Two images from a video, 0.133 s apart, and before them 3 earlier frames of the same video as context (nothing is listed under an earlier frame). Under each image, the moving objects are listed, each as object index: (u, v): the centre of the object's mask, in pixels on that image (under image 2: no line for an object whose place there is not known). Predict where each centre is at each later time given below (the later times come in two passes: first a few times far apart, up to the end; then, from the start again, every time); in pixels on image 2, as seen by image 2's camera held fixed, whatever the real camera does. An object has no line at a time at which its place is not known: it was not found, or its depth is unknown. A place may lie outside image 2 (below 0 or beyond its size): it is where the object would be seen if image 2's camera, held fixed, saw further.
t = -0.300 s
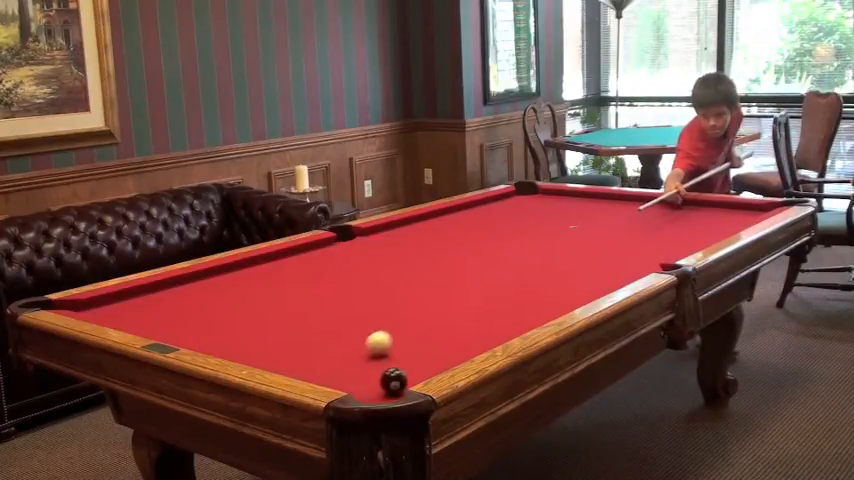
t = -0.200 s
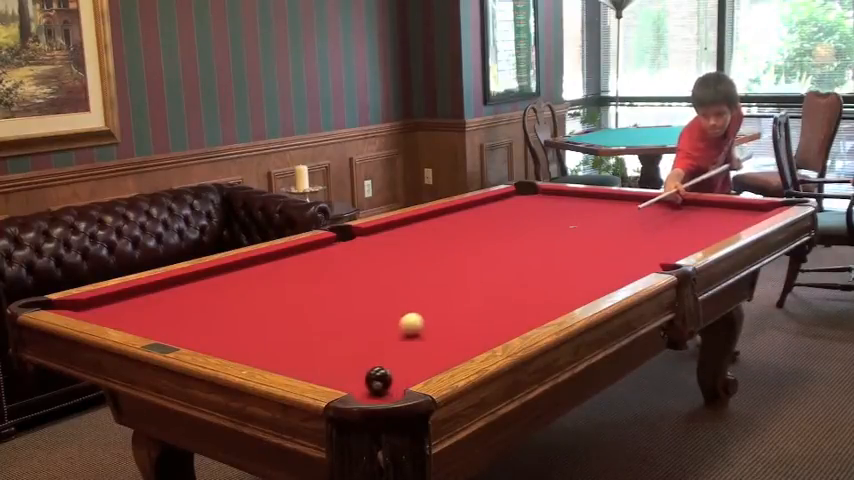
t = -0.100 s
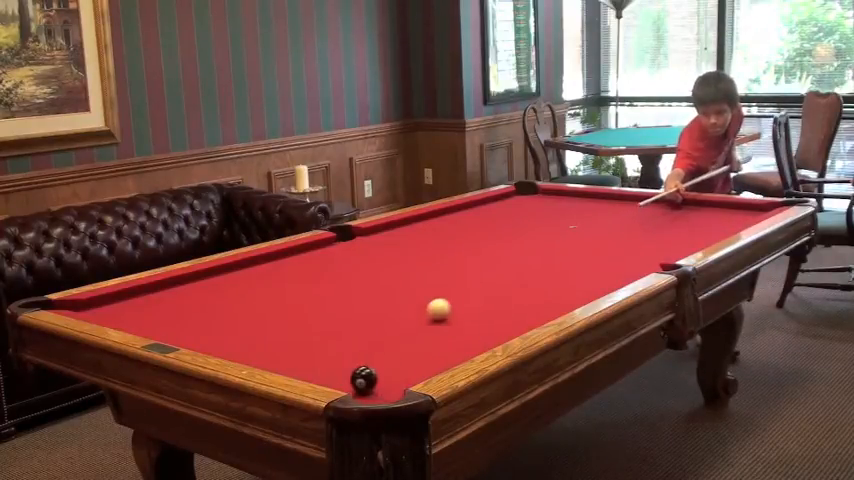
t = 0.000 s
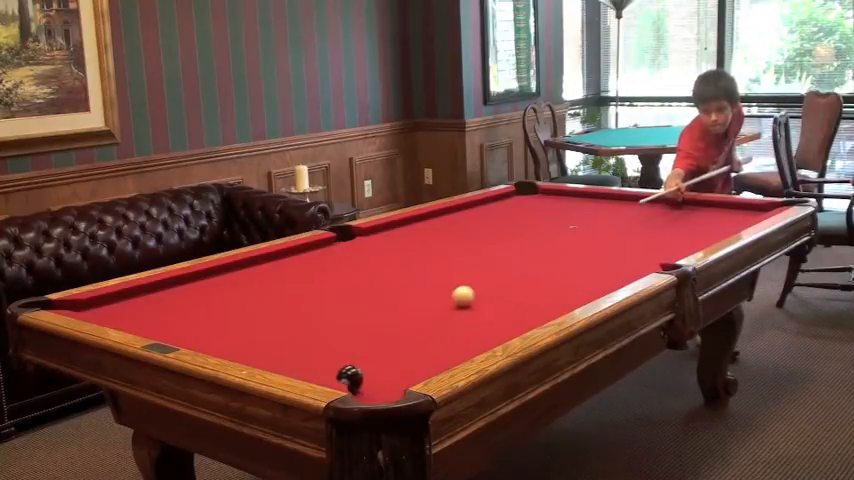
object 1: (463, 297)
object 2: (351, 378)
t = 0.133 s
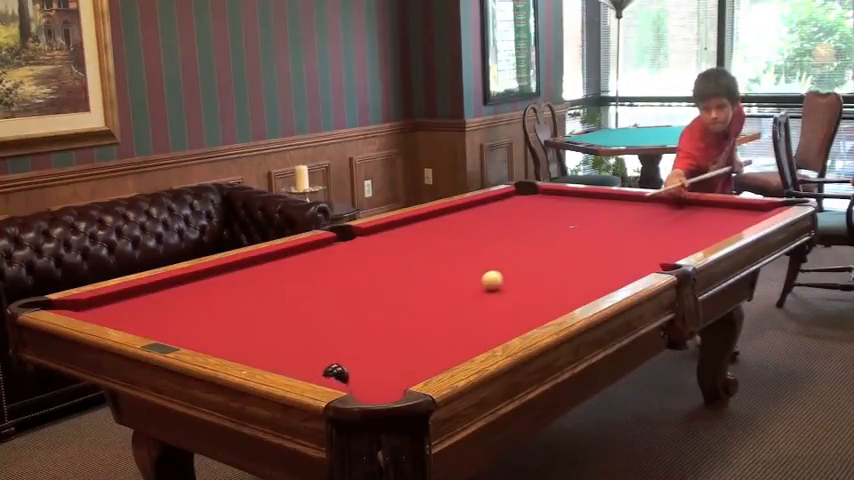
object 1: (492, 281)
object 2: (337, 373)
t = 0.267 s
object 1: (517, 266)
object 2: (330, 370)
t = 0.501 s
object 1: (556, 245)
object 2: (320, 366)
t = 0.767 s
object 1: (592, 226)
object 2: (311, 363)
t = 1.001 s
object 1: (620, 212)
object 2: (306, 360)
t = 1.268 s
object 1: (646, 198)
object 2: (302, 359)
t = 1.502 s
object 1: (622, 203)
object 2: (301, 359)
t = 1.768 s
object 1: (593, 208)
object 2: (301, 359)
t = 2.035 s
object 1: (564, 214)
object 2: (301, 359)
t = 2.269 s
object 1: (539, 218)
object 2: (301, 359)
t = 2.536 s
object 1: (510, 224)
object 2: (301, 359)
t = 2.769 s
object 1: (485, 229)
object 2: (301, 358)
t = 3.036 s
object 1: (457, 235)
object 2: (301, 359)
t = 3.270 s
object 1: (433, 240)
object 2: (301, 359)
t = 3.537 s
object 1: (406, 246)
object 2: (301, 358)
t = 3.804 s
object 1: (381, 251)
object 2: (301, 358)
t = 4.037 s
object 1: (359, 256)
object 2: (301, 358)
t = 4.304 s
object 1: (335, 262)
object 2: (301, 358)
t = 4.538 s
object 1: (315, 267)
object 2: (301, 358)
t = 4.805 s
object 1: (295, 272)
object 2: (301, 358)
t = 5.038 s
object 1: (278, 276)
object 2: (301, 358)
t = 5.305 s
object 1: (260, 281)
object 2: (301, 358)
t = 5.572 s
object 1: (244, 285)
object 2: (301, 358)
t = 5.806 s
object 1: (232, 289)
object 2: (301, 358)
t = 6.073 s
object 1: (220, 293)
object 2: (301, 358)
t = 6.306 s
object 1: (211, 296)
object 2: (301, 358)
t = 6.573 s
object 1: (203, 299)
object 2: (301, 358)
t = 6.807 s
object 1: (198, 301)
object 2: (301, 359)
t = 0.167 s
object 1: (498, 277)
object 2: (335, 372)
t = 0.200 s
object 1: (505, 273)
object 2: (333, 371)
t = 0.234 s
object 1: (511, 270)
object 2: (331, 371)
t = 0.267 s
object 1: (517, 266)
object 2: (330, 370)
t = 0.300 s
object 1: (523, 263)
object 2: (328, 369)
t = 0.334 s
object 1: (529, 260)
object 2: (326, 369)
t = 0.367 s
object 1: (535, 257)
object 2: (325, 368)
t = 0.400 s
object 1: (540, 254)
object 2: (323, 367)
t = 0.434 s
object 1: (546, 251)
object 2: (322, 367)
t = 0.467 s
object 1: (551, 249)
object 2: (321, 366)
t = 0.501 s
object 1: (556, 245)
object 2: (320, 366)
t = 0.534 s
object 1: (561, 243)
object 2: (318, 365)
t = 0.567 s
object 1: (566, 240)
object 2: (317, 365)
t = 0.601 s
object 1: (571, 238)
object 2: (316, 365)
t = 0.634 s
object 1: (575, 236)
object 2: (315, 364)
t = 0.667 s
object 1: (580, 233)
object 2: (314, 364)
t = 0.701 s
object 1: (584, 231)
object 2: (313, 363)
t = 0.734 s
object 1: (588, 228)
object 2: (312, 363)
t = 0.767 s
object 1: (592, 226)
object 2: (311, 363)
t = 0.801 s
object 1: (597, 224)
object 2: (310, 362)
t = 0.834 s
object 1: (601, 222)
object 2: (309, 362)
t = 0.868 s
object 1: (605, 220)
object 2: (309, 362)
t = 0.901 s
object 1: (609, 218)
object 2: (308, 361)
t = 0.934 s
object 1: (612, 216)
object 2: (307, 361)
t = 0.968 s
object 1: (616, 214)
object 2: (306, 361)
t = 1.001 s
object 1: (620, 212)
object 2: (306, 360)
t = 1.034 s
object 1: (623, 211)
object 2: (305, 360)
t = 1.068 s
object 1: (627, 209)
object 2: (305, 360)
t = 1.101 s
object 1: (630, 207)
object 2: (304, 360)
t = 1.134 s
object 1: (633, 205)
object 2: (304, 360)
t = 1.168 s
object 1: (637, 204)
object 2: (303, 360)
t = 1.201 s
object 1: (639, 202)
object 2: (303, 359)
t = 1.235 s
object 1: (643, 200)
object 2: (303, 359)
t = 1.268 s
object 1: (646, 198)
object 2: (302, 359)
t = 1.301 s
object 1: (647, 198)
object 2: (302, 359)
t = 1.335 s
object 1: (642, 198)
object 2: (302, 359)
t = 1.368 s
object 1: (638, 199)
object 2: (302, 359)
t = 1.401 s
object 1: (633, 200)
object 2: (301, 359)
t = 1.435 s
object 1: (629, 201)
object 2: (301, 359)
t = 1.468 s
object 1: (626, 202)
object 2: (301, 359)
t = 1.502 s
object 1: (622, 203)
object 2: (301, 359)
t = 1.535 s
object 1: (618, 204)
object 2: (301, 359)
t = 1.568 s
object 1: (615, 204)
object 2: (301, 359)
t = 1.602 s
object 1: (612, 205)
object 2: (301, 359)
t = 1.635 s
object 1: (608, 206)
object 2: (301, 359)
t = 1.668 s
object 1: (604, 206)
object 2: (301, 359)
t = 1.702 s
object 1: (600, 207)
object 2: (301, 359)
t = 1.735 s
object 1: (597, 207)
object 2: (301, 359)
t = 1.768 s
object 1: (593, 208)
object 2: (301, 359)
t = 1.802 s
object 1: (589, 209)
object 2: (301, 359)
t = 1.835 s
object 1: (586, 209)
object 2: (301, 359)
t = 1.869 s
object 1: (582, 210)
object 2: (301, 359)
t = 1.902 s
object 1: (578, 211)
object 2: (301, 359)
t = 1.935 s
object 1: (575, 212)
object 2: (301, 359)
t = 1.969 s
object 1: (571, 212)
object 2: (301, 359)
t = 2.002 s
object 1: (568, 213)
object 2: (301, 359)
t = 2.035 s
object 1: (564, 214)
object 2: (301, 359)
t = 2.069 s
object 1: (560, 214)
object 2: (301, 359)
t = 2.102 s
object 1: (557, 215)
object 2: (301, 359)
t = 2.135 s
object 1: (553, 216)
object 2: (301, 359)
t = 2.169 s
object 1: (550, 217)
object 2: (301, 359)
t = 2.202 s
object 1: (546, 217)
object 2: (301, 359)
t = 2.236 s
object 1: (542, 218)
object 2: (301, 359)
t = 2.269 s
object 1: (539, 218)
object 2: (301, 359)
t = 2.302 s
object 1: (535, 219)
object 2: (301, 359)
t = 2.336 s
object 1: (531, 220)
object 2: (301, 359)
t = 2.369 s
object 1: (528, 221)
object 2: (301, 359)
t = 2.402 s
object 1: (524, 221)
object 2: (301, 359)
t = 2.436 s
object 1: (521, 222)
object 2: (301, 359)
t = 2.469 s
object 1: (517, 223)
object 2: (301, 359)
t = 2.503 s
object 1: (514, 223)
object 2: (301, 359)
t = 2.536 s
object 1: (510, 224)
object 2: (301, 359)
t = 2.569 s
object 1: (506, 225)
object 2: (301, 359)
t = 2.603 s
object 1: (503, 225)
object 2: (301, 358)
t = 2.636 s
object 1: (499, 226)
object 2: (301, 358)
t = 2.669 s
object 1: (496, 227)
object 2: (301, 358)
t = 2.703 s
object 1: (492, 227)
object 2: (301, 358)
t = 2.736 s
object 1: (488, 228)
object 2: (301, 359)
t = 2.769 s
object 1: (485, 229)
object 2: (301, 358)
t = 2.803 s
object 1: (482, 230)
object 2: (301, 359)
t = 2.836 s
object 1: (478, 231)
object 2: (301, 359)
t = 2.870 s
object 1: (474, 231)
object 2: (301, 359)
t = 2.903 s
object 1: (471, 232)
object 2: (301, 359)
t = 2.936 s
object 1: (468, 233)
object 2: (301, 359)
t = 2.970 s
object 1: (464, 234)
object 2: (301, 359)
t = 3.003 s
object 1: (461, 234)
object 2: (301, 359)
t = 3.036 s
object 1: (457, 235)
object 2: (301, 359)
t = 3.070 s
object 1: (454, 236)
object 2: (301, 359)
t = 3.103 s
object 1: (450, 236)
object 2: (301, 359)
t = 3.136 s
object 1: (447, 237)
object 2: (301, 359)
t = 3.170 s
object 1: (443, 238)
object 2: (301, 359)
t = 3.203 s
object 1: (440, 239)
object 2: (301, 359)
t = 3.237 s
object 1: (436, 239)
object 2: (301, 359)
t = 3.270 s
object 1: (433, 240)
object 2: (301, 359)
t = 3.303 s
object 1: (430, 241)
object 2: (301, 359)
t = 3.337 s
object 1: (426, 241)
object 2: (301, 359)
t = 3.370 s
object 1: (423, 242)
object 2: (301, 359)
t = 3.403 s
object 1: (420, 243)
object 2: (301, 359)
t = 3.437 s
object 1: (416, 243)
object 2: (301, 358)
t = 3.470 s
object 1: (413, 244)
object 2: (301, 358)
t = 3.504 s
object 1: (410, 245)
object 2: (301, 358)
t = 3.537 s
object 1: (406, 246)
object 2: (301, 358)
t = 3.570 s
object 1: (403, 246)
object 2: (301, 358)
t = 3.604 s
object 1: (400, 247)
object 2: (301, 358)
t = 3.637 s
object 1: (397, 248)
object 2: (301, 358)
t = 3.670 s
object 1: (393, 249)
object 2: (301, 358)
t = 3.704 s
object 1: (390, 250)
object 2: (301, 358)
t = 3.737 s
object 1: (387, 250)
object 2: (301, 358)
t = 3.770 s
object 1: (384, 251)
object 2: (301, 358)
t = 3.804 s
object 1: (381, 251)
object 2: (301, 358)
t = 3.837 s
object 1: (378, 252)
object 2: (301, 358)
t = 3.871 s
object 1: (375, 253)
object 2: (301, 358)
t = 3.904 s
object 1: (371, 254)
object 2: (301, 358)
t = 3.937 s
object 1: (368, 254)
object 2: (301, 358)
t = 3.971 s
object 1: (365, 255)
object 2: (301, 358)
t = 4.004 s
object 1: (362, 256)
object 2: (301, 358)
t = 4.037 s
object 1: (359, 256)
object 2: (301, 358)
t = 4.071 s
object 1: (356, 257)
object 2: (301, 358)
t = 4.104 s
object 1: (353, 258)
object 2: (301, 358)
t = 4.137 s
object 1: (350, 258)
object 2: (301, 358)
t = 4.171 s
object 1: (347, 259)
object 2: (301, 358)
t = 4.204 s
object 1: (344, 260)
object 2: (301, 358)
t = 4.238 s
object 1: (341, 261)
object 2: (301, 358)
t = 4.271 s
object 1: (338, 261)
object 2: (301, 358)
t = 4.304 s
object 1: (335, 262)
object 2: (301, 358)
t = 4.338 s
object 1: (332, 263)
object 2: (301, 358)
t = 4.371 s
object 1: (329, 263)
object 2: (301, 358)
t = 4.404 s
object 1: (326, 264)
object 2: (301, 358)
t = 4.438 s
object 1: (323, 265)
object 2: (301, 359)
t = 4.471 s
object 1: (321, 265)
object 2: (301, 358)
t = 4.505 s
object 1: (318, 266)
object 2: (301, 358)
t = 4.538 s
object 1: (315, 267)
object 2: (301, 358)
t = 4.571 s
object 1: (313, 267)
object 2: (301, 358)
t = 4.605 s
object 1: (310, 268)
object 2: (301, 358)
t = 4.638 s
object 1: (308, 269)
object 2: (301, 358)
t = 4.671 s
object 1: (305, 269)
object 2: (301, 358)
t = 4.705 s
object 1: (302, 270)
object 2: (301, 358)
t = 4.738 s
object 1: (300, 271)
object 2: (301, 359)
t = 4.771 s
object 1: (297, 271)
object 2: (301, 358)
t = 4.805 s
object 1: (295, 272)
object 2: (301, 358)
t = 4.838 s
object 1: (292, 273)
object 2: (301, 358)
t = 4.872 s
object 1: (289, 273)
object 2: (301, 358)
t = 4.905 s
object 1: (287, 274)
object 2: (301, 358)
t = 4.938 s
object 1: (284, 275)
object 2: (301, 358)
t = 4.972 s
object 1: (282, 275)
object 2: (301, 358)
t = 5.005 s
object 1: (280, 276)
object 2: (301, 358)
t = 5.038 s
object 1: (278, 276)
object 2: (301, 358)
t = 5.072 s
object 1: (275, 277)
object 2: (301, 358)
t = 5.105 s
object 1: (273, 277)
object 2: (301, 358)
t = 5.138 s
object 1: (271, 278)
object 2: (301, 358)
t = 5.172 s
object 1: (269, 279)
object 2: (301, 358)
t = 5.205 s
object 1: (266, 279)
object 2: (301, 358)
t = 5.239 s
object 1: (264, 280)
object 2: (301, 358)
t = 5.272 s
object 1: (262, 281)
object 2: (301, 358)
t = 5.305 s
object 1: (260, 281)
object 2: (301, 358)
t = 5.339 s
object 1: (258, 282)
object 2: (301, 358)
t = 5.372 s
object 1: (256, 282)
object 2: (301, 358)
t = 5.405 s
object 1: (254, 283)
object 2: (301, 358)
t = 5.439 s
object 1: (252, 283)
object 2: (301, 358)
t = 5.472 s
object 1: (250, 284)
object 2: (301, 358)
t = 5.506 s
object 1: (248, 284)
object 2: (301, 358)
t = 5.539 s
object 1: (246, 285)
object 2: (301, 358)
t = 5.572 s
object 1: (244, 285)
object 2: (301, 358)
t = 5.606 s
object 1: (242, 286)
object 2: (301, 358)
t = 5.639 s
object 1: (240, 287)
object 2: (301, 358)
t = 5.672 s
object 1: (238, 287)
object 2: (301, 358)
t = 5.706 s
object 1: (237, 288)
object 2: (301, 358)
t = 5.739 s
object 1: (235, 288)
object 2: (301, 358)
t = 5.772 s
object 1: (233, 289)
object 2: (301, 358)
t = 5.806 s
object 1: (232, 289)
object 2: (301, 358)
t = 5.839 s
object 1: (230, 290)
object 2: (301, 358)
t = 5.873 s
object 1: (228, 290)
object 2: (301, 358)
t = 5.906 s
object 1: (227, 291)
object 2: (301, 358)
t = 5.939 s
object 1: (225, 291)
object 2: (301, 359)
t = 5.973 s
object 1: (224, 292)
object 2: (301, 358)
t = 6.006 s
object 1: (222, 292)
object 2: (301, 358)
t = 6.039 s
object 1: (221, 292)
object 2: (301, 358)
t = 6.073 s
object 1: (220, 293)
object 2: (301, 358)
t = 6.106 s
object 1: (218, 293)
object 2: (301, 358)
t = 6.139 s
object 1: (217, 294)
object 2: (301, 358)
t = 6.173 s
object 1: (216, 295)
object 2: (301, 358)
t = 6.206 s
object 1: (214, 295)
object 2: (301, 358)
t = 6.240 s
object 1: (213, 295)
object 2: (301, 358)
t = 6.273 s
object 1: (212, 296)
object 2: (301, 358)
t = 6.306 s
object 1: (211, 296)
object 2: (301, 358)
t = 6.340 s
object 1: (210, 296)
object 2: (301, 358)
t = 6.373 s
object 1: (209, 297)
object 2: (301, 358)
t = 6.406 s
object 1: (208, 297)
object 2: (301, 358)
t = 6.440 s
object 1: (207, 298)
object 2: (301, 358)
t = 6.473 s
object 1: (206, 298)
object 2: (301, 358)
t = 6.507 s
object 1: (205, 298)
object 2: (301, 358)
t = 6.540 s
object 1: (204, 299)
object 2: (301, 358)
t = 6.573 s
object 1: (203, 299)
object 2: (301, 358)
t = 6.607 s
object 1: (202, 299)
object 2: (301, 359)
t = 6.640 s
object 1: (201, 300)
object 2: (301, 359)
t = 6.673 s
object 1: (201, 300)
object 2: (301, 359)
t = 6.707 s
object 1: (200, 300)
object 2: (301, 359)
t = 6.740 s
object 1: (199, 300)
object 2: (301, 359)
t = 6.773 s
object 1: (198, 301)
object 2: (301, 359)
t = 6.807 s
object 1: (198, 301)
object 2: (301, 359)
